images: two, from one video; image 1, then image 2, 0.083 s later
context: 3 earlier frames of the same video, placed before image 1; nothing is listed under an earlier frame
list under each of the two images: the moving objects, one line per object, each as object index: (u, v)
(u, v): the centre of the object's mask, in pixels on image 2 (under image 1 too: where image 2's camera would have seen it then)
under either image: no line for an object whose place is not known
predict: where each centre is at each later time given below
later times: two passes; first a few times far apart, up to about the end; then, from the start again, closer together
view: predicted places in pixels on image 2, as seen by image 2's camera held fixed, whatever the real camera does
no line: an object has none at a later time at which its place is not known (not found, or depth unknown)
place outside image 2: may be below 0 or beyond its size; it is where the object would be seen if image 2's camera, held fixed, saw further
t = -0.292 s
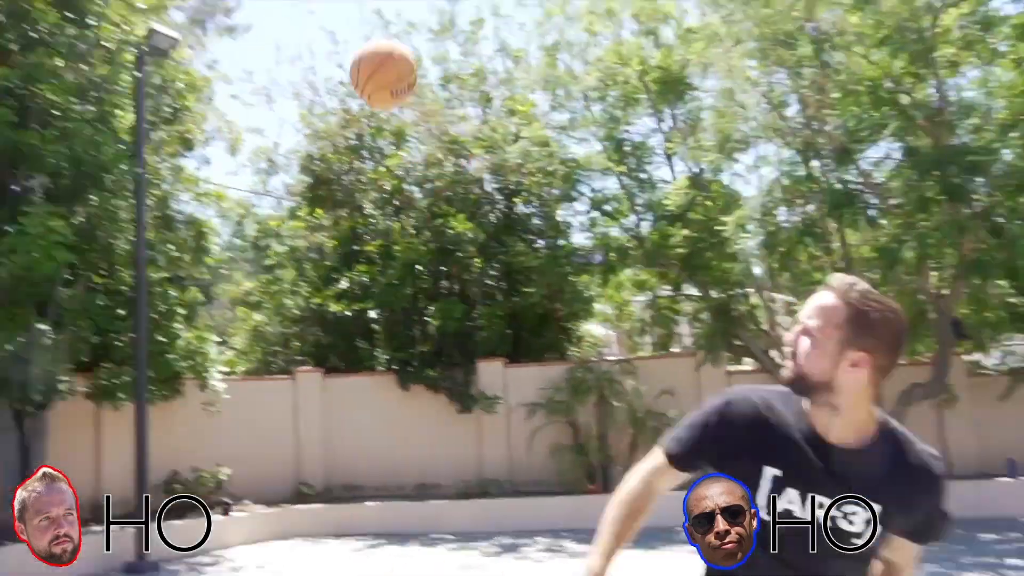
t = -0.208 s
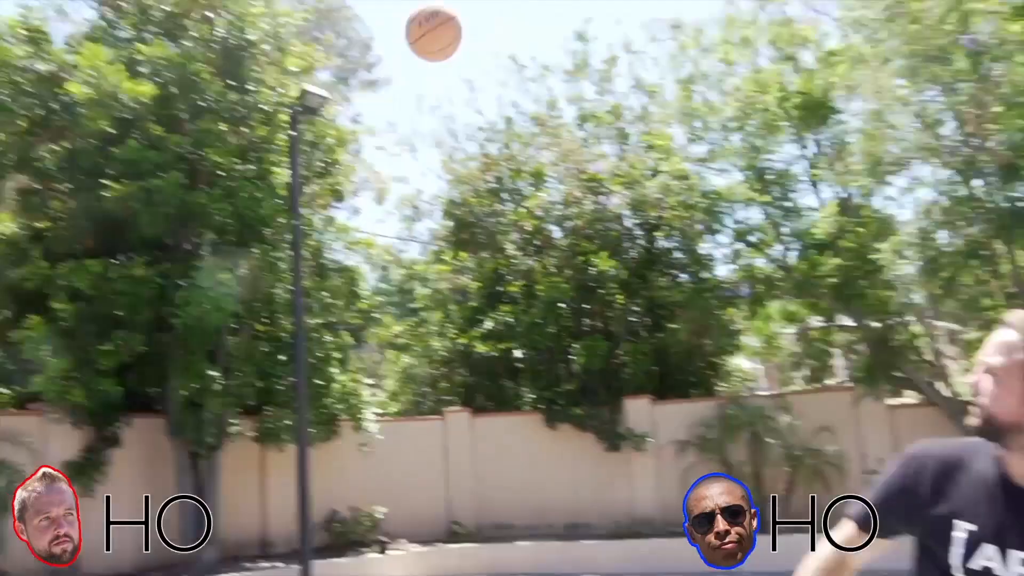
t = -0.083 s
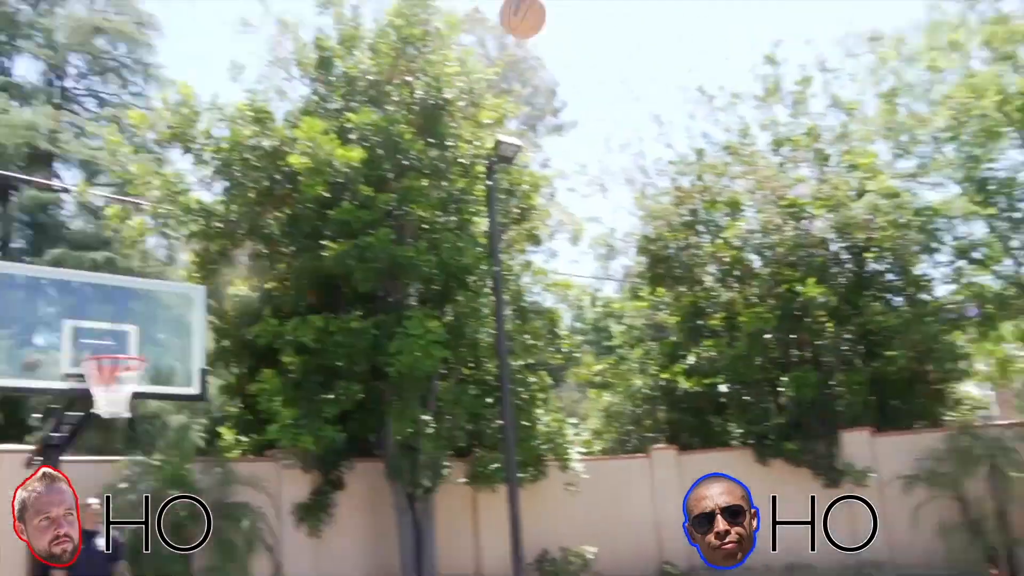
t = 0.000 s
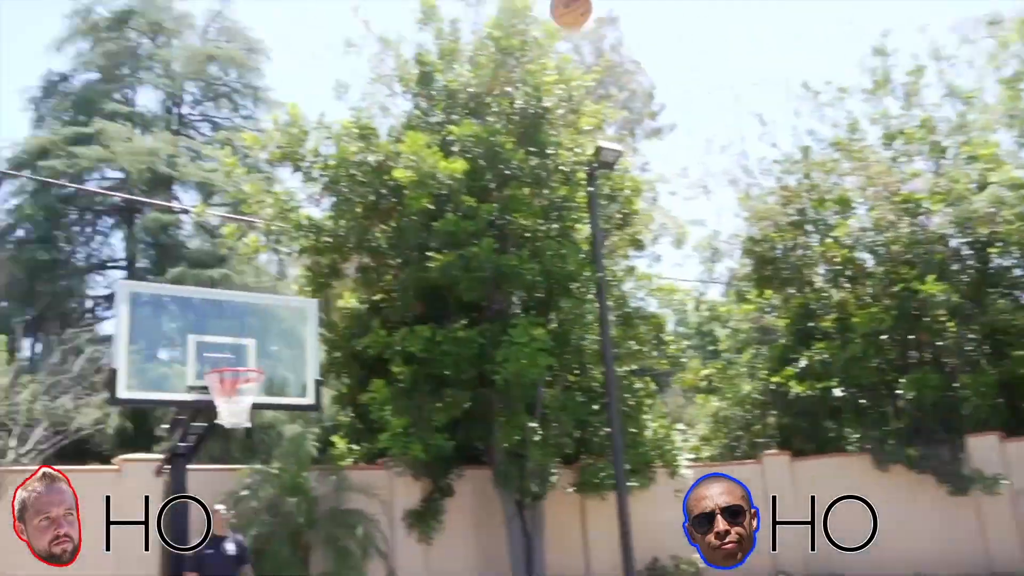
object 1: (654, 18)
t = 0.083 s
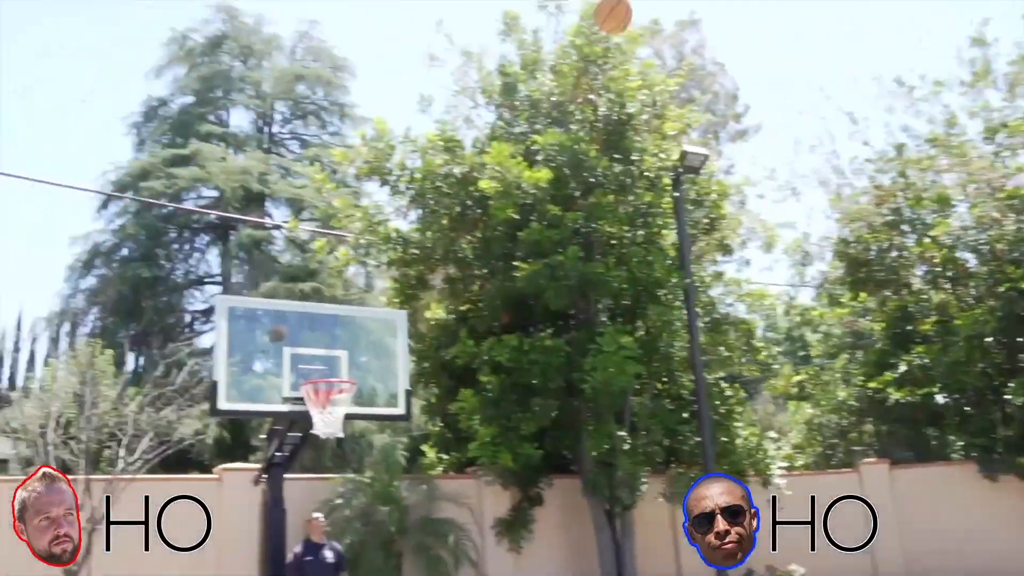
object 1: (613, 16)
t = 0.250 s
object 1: (554, 43)
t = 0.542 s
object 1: (486, 143)
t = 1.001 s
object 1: (429, 391)
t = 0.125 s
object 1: (596, 20)
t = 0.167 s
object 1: (581, 26)
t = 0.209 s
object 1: (567, 33)
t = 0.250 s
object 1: (554, 43)
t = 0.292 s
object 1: (542, 54)
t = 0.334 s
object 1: (531, 65)
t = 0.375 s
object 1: (520, 79)
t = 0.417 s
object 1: (511, 93)
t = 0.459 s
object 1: (503, 109)
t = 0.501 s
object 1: (494, 126)
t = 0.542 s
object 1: (486, 143)
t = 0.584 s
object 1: (480, 162)
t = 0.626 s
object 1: (473, 182)
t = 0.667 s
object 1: (466, 201)
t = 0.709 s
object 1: (460, 223)
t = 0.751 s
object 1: (456, 245)
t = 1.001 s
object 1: (429, 391)
